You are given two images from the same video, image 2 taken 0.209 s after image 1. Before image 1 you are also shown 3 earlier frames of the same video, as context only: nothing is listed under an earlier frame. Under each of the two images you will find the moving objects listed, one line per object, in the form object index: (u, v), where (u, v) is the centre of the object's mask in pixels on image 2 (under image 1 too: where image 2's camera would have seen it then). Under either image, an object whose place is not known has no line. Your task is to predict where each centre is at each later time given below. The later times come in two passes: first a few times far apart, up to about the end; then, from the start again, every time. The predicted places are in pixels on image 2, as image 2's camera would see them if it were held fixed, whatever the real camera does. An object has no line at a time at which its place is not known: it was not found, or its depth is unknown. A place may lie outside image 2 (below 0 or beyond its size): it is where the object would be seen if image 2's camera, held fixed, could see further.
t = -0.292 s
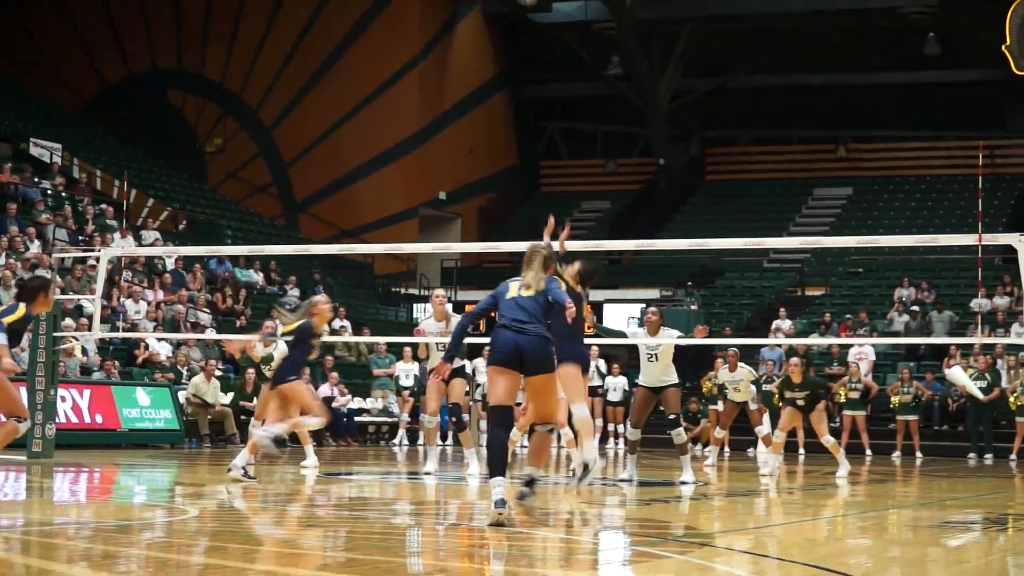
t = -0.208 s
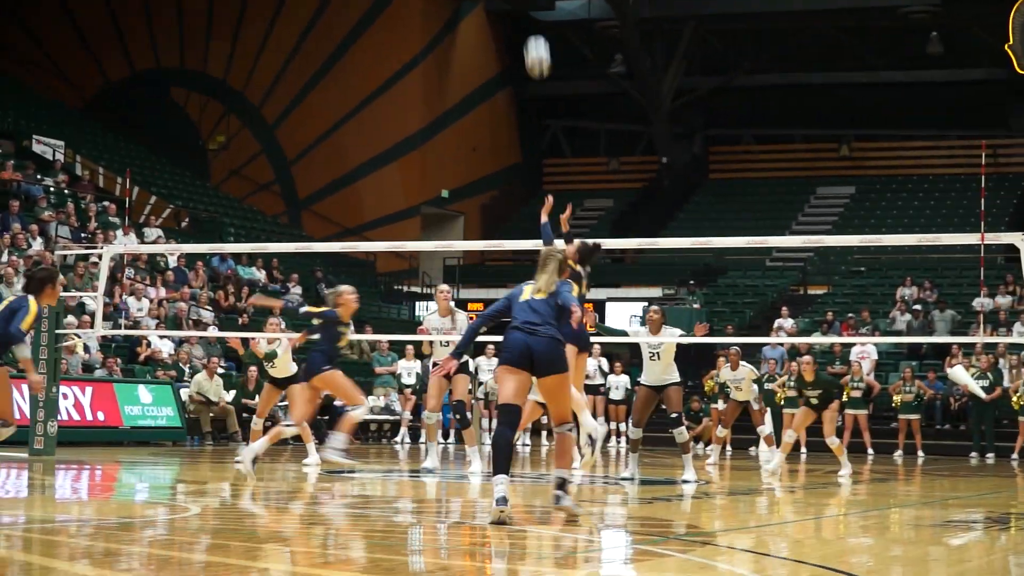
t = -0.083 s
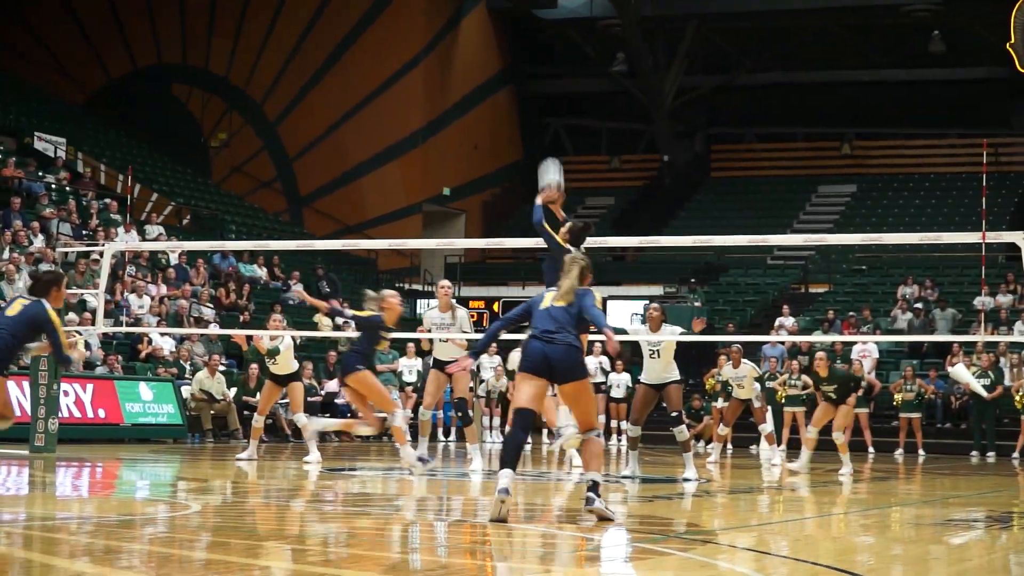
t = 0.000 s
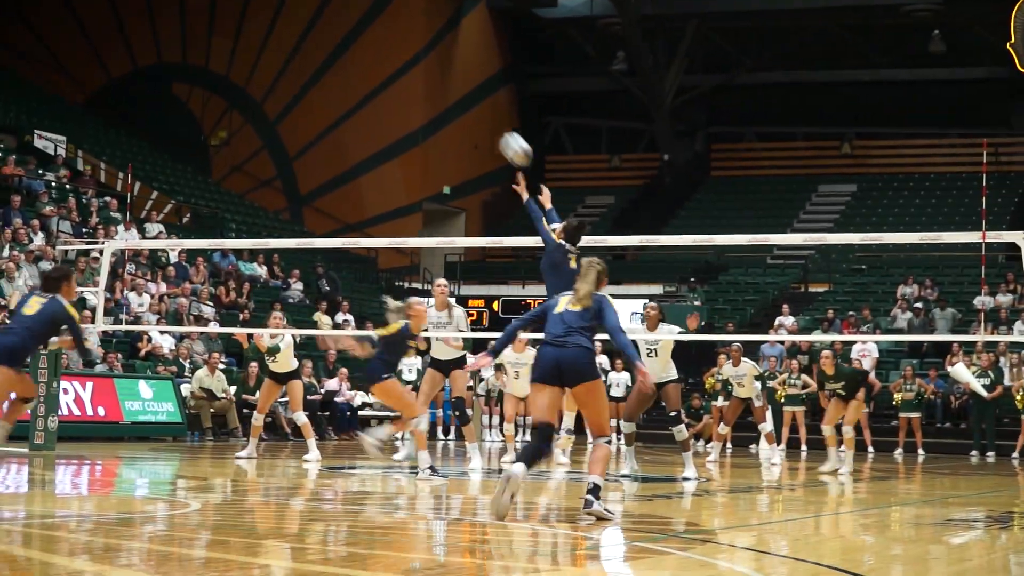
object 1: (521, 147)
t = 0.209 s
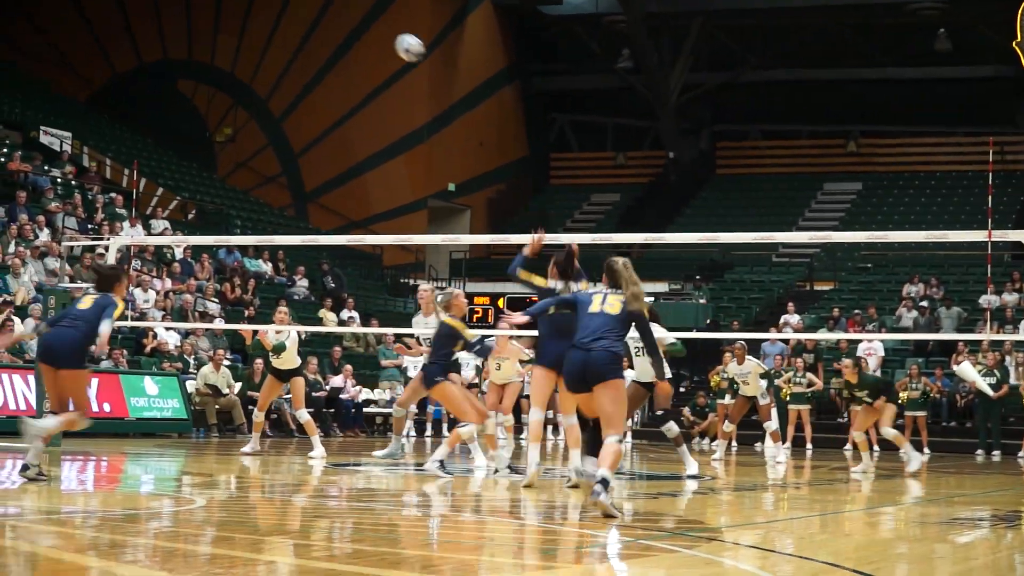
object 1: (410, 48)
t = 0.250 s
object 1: (389, 35)
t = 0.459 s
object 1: (294, 9)
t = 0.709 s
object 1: (191, 35)
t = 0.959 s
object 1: (98, 123)
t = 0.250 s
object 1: (389, 35)
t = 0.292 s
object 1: (369, 25)
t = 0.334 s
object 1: (350, 17)
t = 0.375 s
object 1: (331, 12)
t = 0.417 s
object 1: (313, 10)
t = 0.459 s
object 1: (294, 9)
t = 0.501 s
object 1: (276, 9)
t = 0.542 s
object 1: (258, 10)
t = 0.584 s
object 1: (241, 13)
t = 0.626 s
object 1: (224, 19)
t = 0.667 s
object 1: (208, 26)
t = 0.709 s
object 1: (191, 35)
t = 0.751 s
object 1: (175, 46)
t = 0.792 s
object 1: (159, 59)
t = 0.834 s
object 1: (143, 73)
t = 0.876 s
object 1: (128, 88)
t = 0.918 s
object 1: (113, 105)
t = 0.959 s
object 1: (98, 123)
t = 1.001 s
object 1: (83, 142)
